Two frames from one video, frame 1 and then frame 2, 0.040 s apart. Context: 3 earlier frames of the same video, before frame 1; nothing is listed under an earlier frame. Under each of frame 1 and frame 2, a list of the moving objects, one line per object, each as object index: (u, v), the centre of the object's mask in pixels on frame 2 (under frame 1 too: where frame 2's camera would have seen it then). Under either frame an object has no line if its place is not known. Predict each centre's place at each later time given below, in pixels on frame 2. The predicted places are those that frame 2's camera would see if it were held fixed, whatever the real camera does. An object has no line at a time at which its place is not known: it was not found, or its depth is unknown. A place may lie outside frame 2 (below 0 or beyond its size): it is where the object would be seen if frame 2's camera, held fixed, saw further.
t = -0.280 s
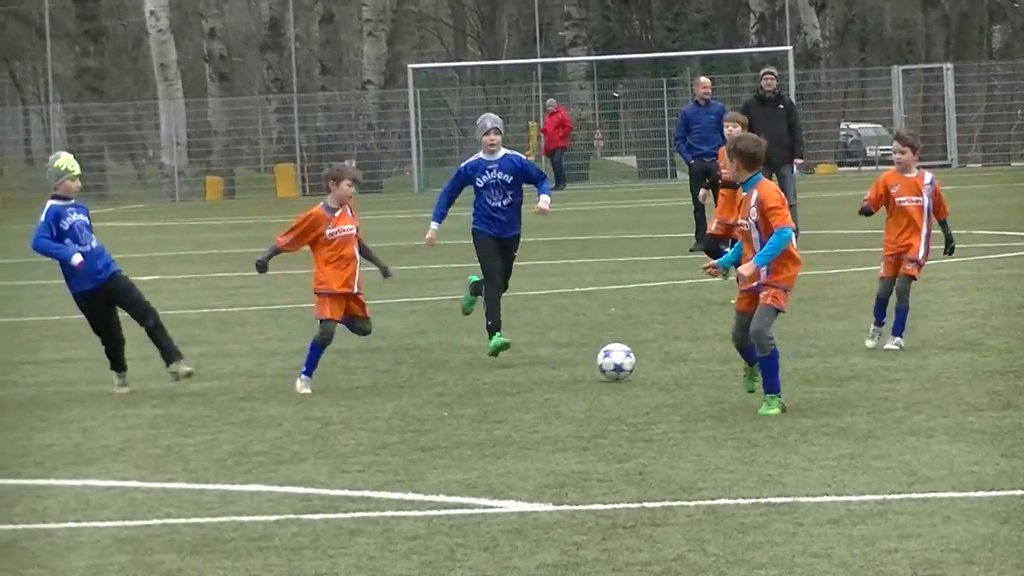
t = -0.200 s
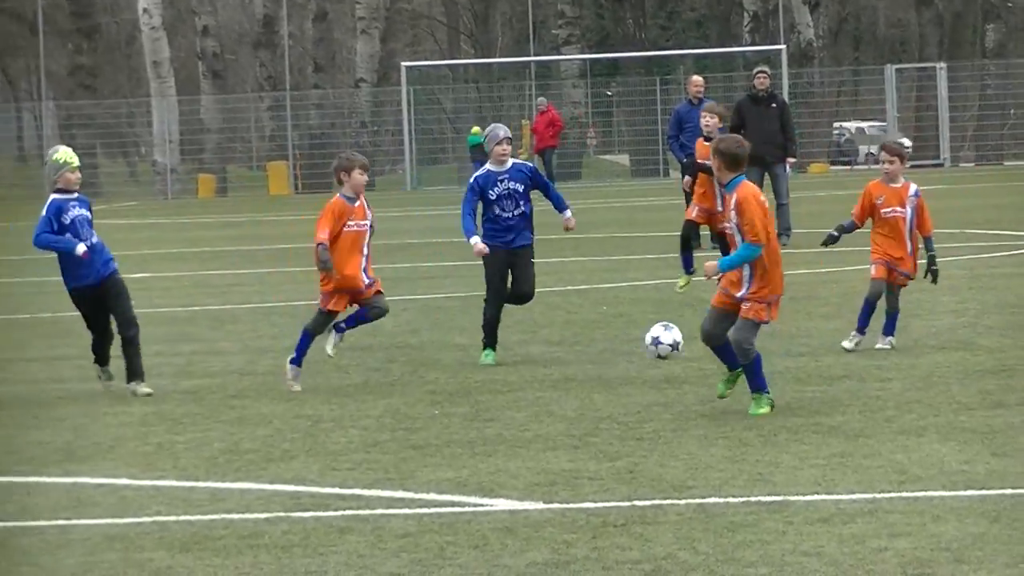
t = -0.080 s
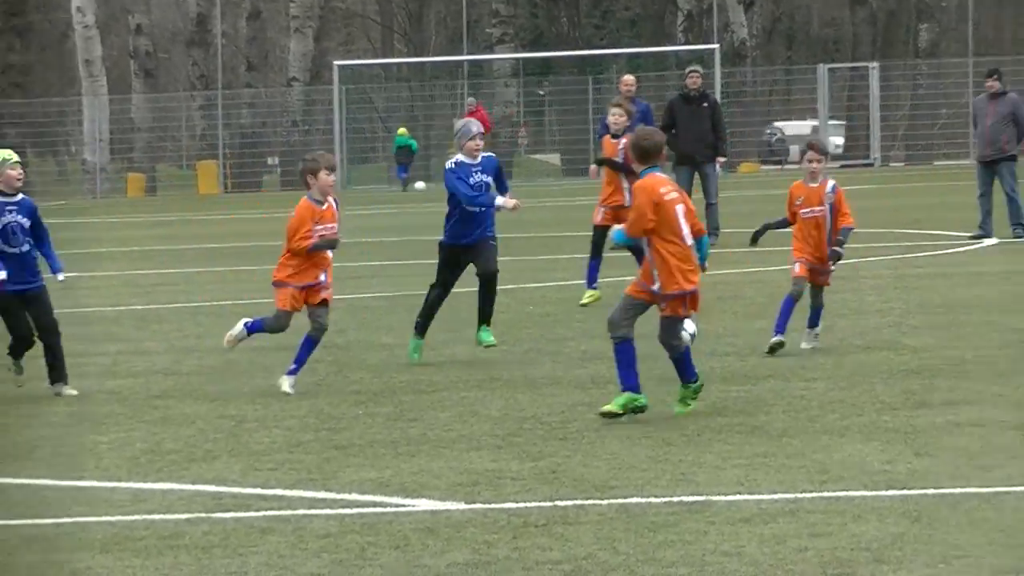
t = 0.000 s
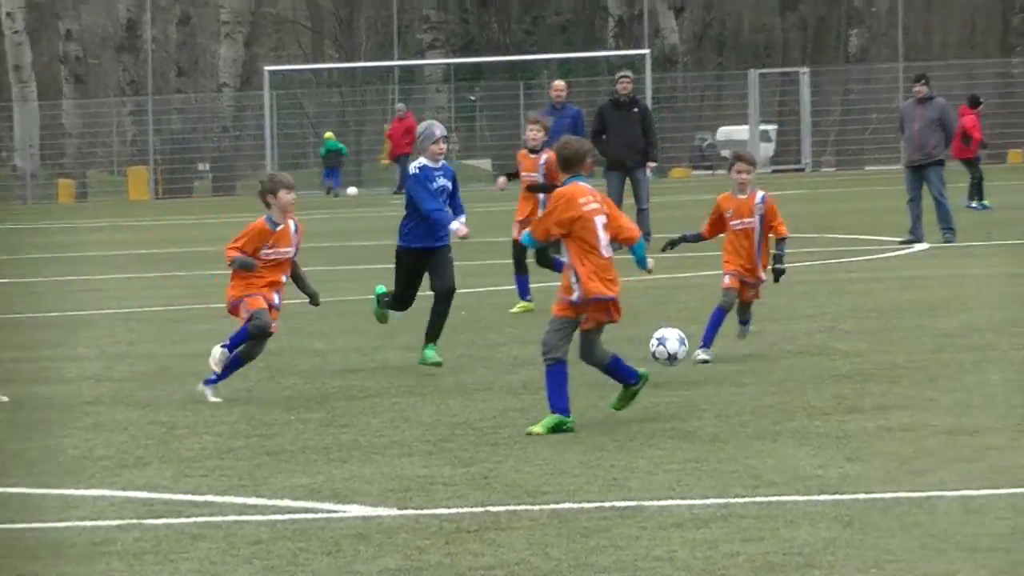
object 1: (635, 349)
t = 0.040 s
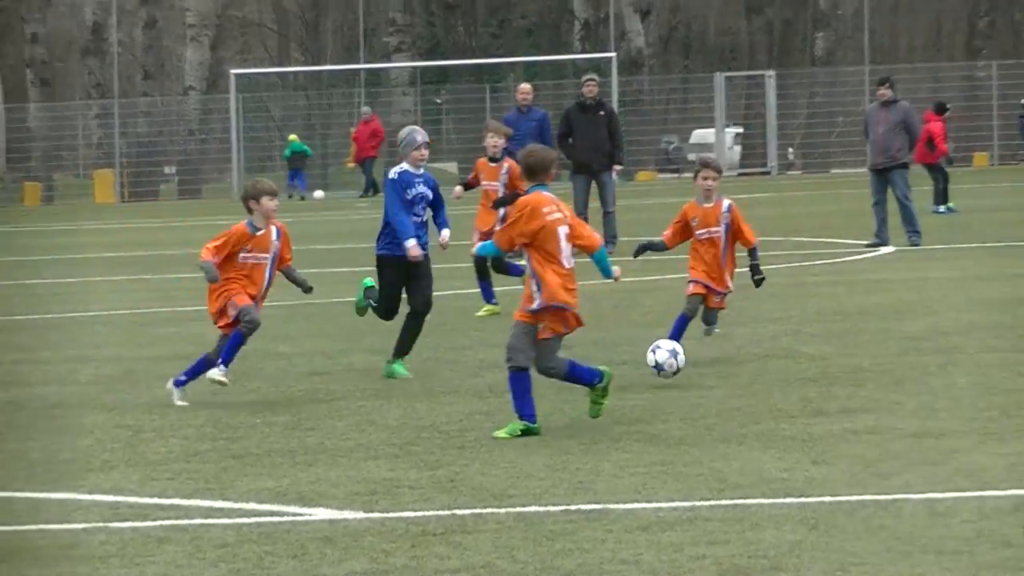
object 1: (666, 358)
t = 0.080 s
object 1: (696, 369)
